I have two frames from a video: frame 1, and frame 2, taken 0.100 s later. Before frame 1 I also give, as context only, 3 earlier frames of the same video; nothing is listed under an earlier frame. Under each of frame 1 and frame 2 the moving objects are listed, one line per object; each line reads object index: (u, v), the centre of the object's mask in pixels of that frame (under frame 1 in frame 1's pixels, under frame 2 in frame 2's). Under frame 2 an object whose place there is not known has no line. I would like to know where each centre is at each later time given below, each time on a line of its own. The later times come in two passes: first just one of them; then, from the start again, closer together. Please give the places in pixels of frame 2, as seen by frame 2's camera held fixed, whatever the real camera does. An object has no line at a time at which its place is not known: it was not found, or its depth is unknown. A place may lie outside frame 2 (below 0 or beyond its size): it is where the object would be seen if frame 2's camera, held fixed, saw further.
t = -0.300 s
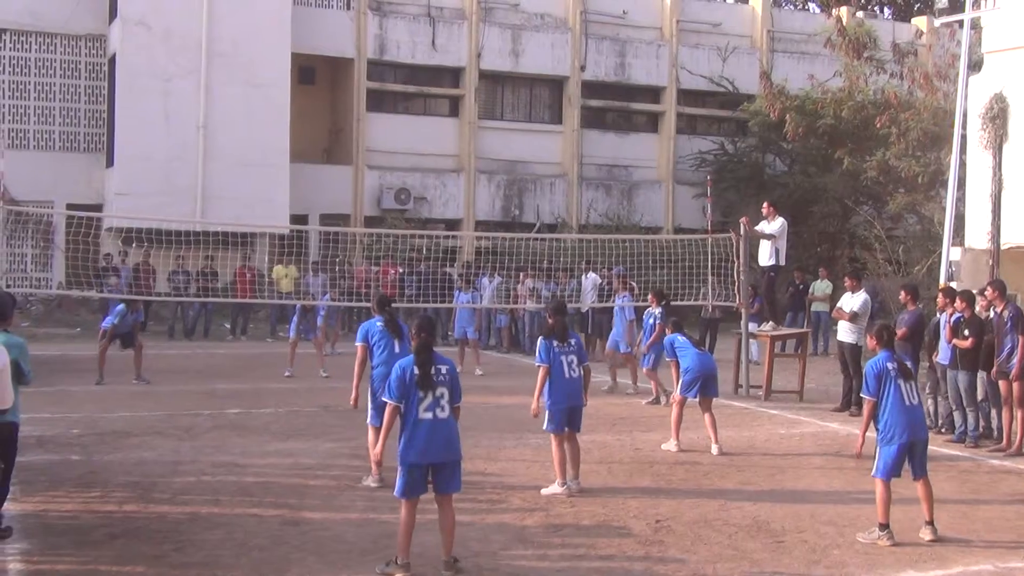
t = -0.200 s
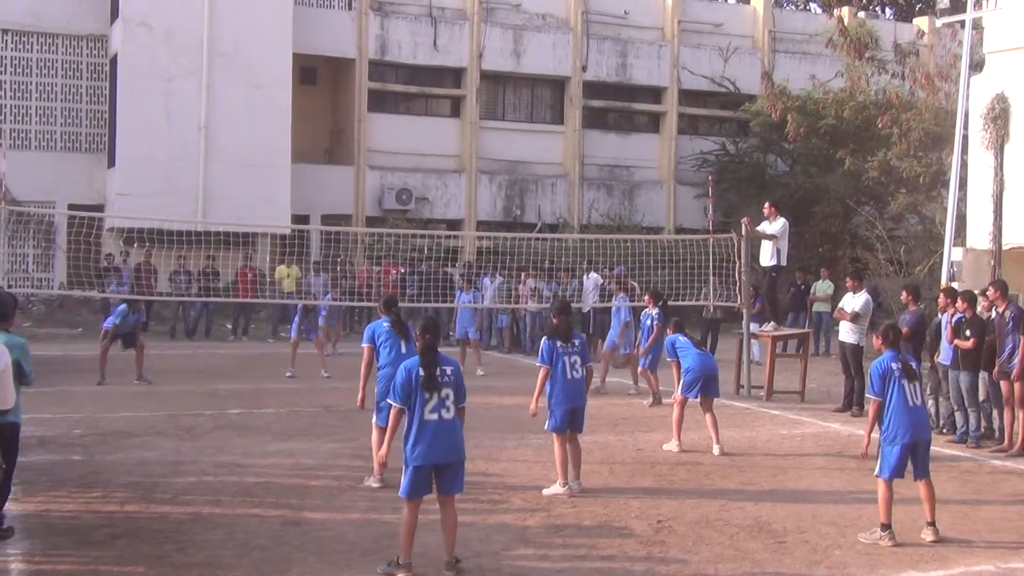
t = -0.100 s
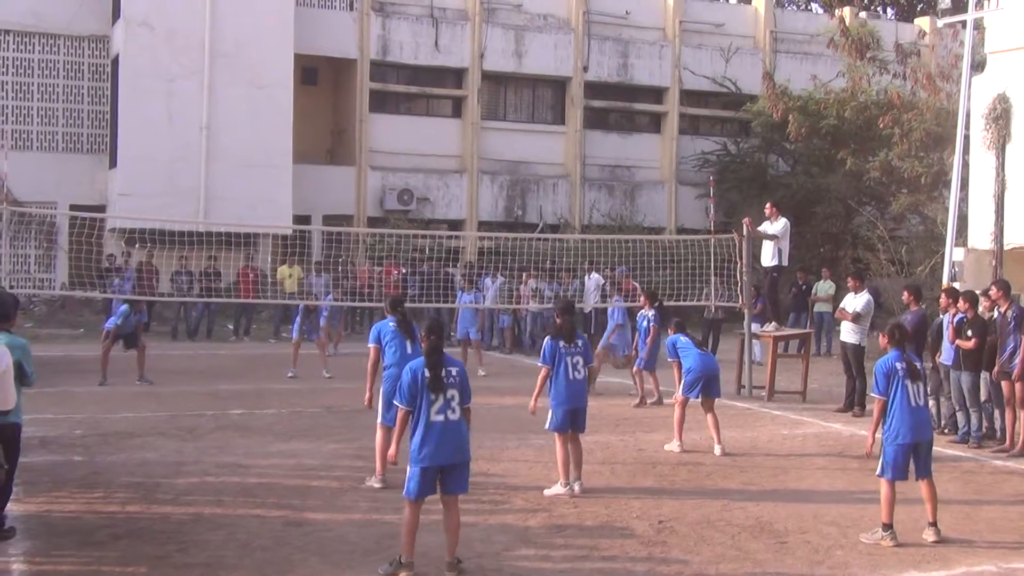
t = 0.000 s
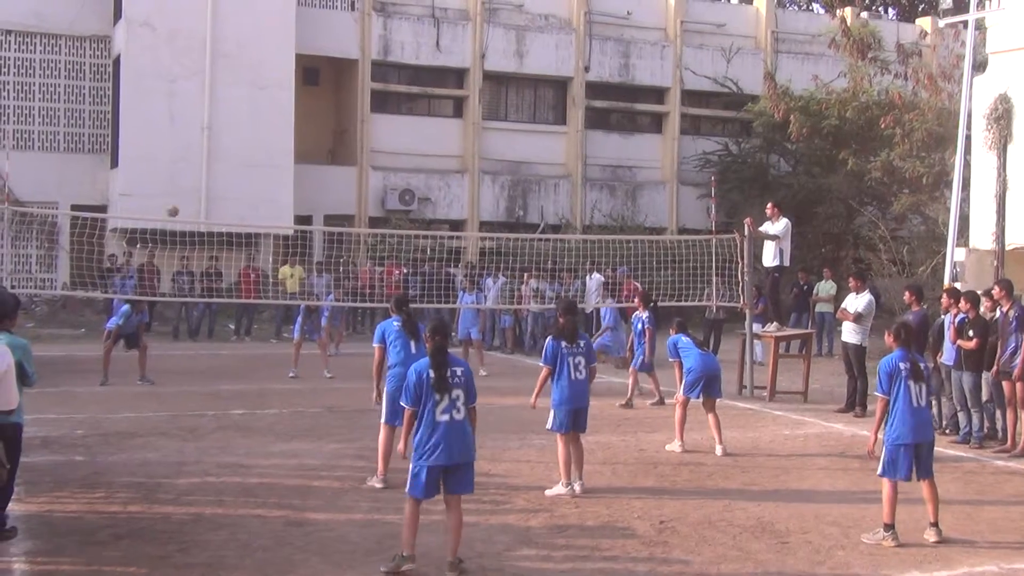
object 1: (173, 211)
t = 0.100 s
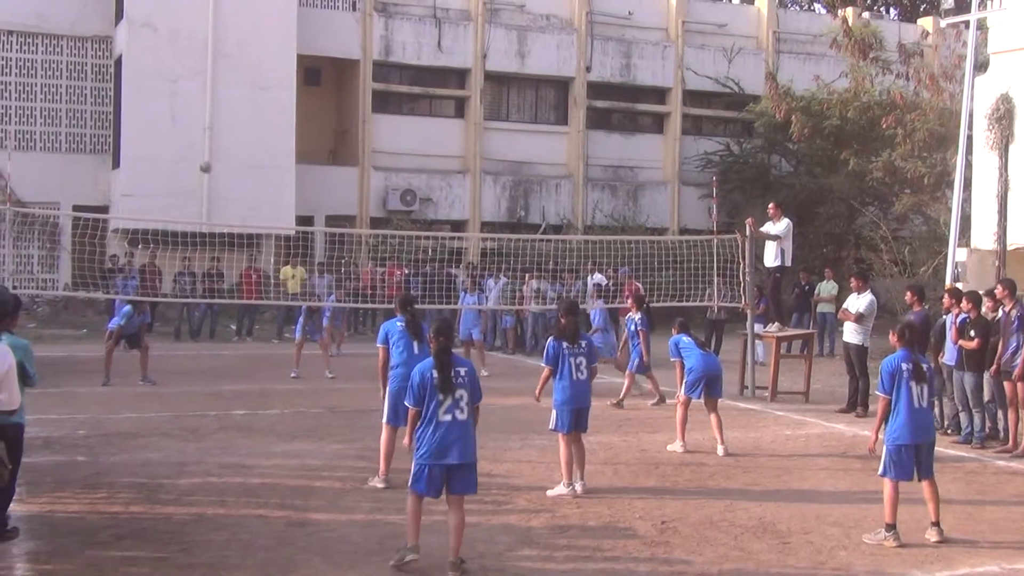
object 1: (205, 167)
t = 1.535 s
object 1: (858, 253)
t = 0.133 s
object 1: (216, 154)
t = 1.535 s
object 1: (858, 253)
